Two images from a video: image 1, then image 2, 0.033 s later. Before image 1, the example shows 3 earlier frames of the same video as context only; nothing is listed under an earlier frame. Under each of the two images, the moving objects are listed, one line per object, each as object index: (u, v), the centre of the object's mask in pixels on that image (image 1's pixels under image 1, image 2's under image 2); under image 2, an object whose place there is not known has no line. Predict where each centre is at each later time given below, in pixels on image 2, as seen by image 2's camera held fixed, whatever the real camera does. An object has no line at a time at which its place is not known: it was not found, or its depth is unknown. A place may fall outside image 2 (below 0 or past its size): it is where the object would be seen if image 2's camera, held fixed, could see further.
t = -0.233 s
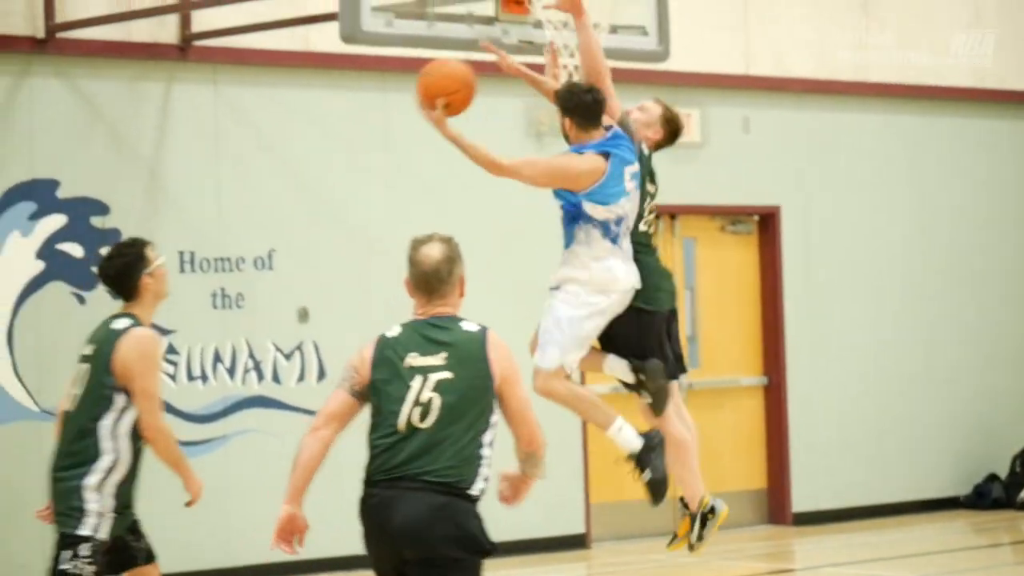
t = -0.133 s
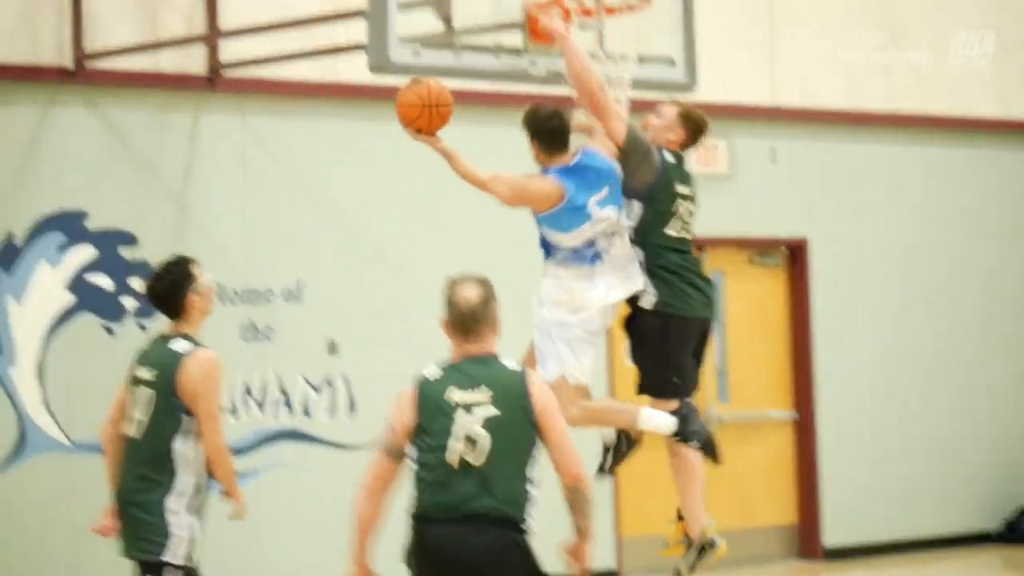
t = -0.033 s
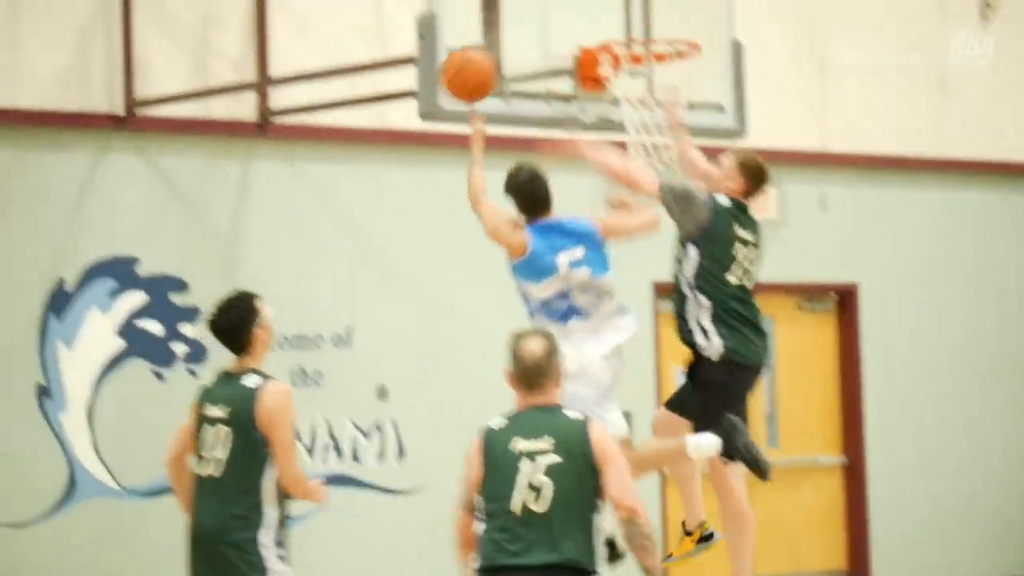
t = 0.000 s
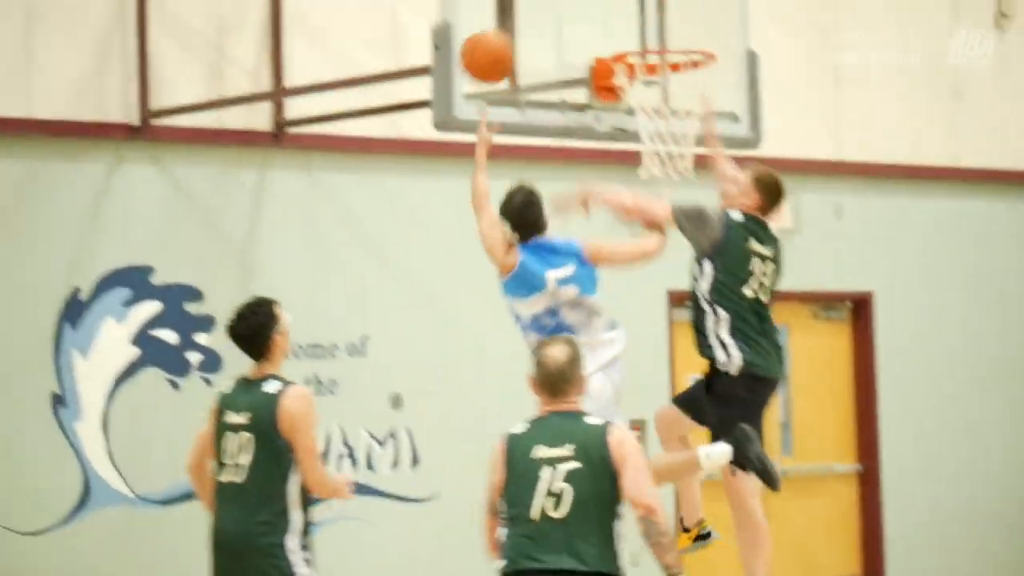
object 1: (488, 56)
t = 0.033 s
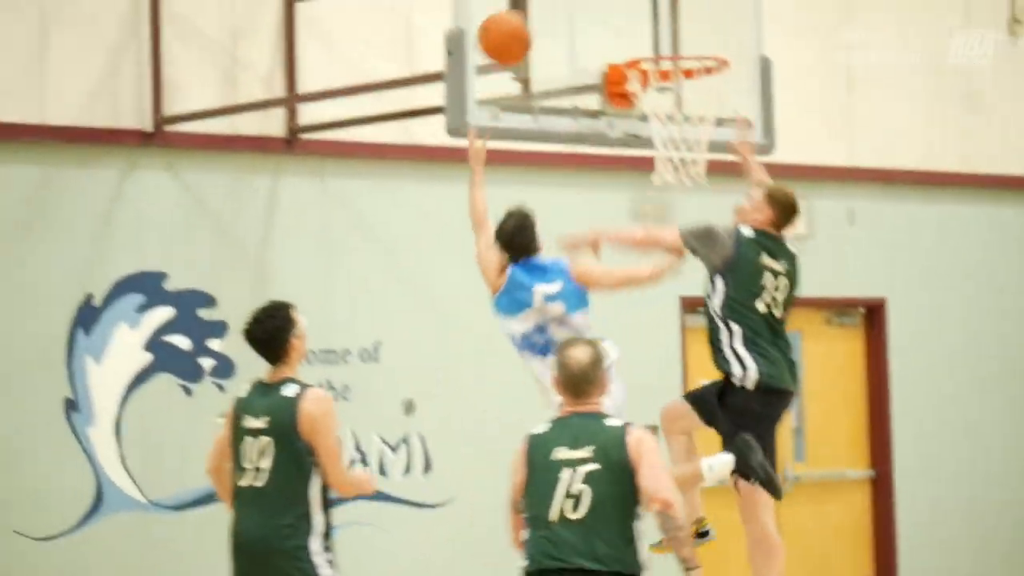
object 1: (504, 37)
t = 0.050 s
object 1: (507, 26)
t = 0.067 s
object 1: (509, 18)
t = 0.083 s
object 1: (511, 12)
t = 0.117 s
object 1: (516, 1)
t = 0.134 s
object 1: (518, -5)
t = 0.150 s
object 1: (521, -10)
